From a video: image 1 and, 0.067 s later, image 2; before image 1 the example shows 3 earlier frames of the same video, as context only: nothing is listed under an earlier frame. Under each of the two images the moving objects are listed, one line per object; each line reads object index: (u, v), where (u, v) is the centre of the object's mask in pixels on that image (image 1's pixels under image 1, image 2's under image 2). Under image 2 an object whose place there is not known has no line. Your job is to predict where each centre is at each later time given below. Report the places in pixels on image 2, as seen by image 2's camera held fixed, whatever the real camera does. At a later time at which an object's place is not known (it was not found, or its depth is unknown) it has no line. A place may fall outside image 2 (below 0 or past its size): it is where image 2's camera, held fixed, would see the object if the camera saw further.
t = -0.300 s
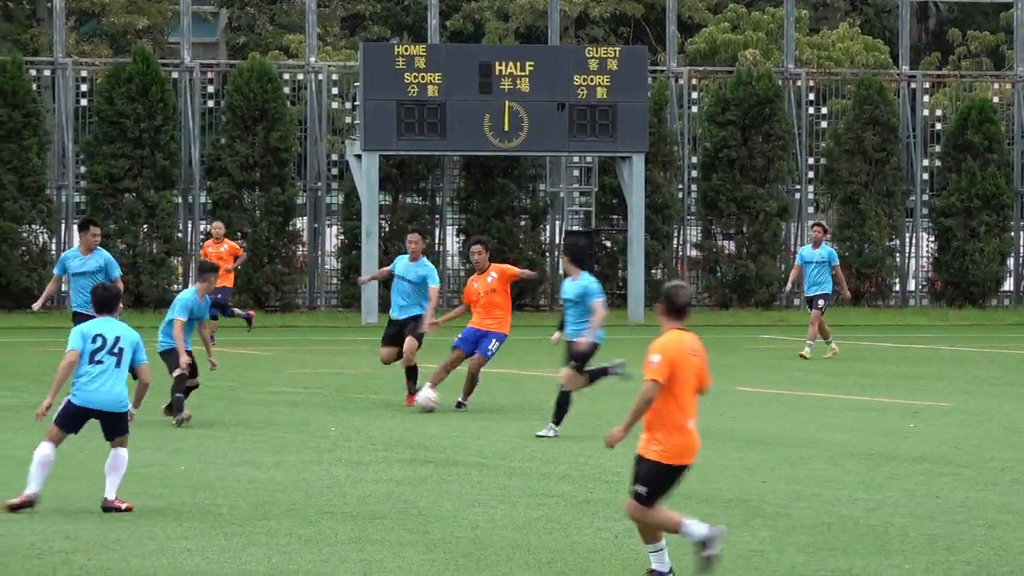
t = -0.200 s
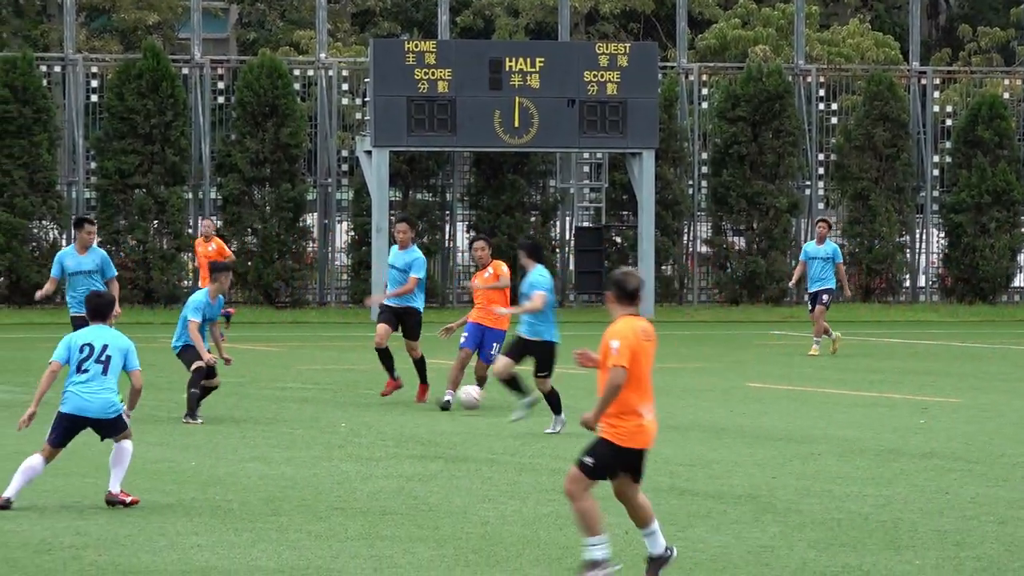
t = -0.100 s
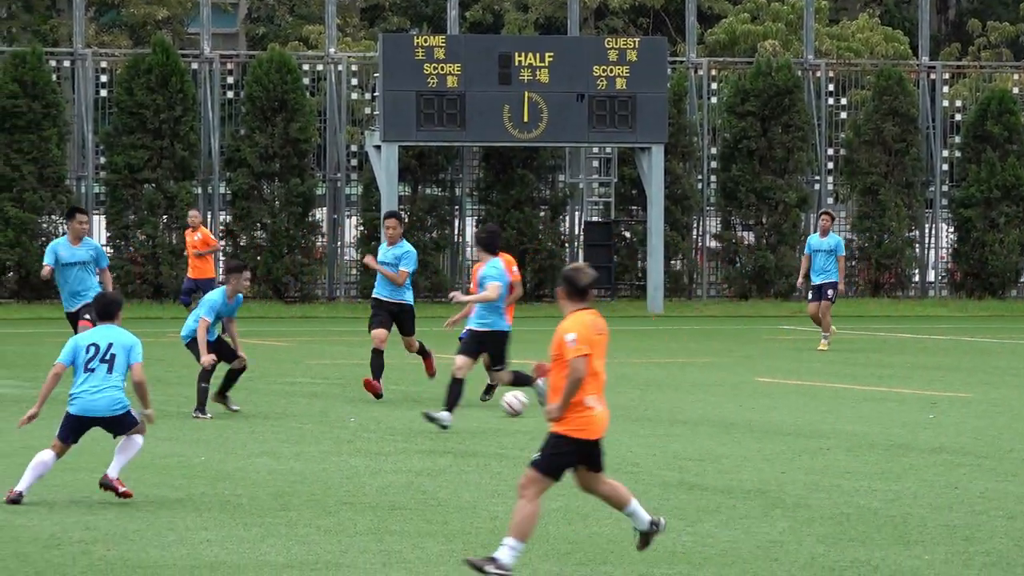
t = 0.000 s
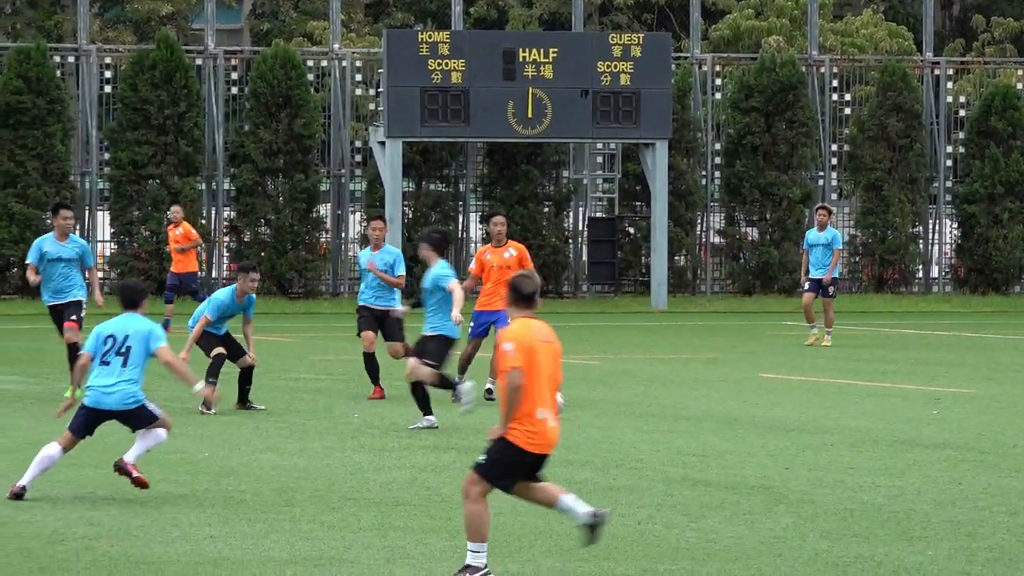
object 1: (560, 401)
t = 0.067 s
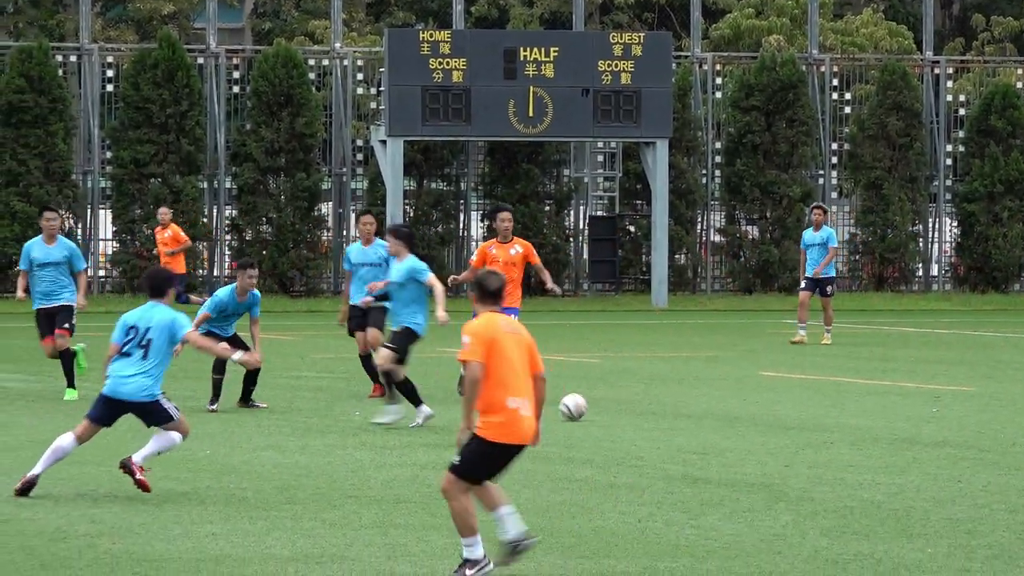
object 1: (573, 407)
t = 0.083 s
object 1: (577, 405)
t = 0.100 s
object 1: (581, 403)
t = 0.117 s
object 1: (585, 402)
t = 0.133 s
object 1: (589, 402)
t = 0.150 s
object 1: (593, 402)
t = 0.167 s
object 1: (597, 402)
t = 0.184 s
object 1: (601, 403)
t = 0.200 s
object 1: (606, 405)
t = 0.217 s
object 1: (610, 407)
